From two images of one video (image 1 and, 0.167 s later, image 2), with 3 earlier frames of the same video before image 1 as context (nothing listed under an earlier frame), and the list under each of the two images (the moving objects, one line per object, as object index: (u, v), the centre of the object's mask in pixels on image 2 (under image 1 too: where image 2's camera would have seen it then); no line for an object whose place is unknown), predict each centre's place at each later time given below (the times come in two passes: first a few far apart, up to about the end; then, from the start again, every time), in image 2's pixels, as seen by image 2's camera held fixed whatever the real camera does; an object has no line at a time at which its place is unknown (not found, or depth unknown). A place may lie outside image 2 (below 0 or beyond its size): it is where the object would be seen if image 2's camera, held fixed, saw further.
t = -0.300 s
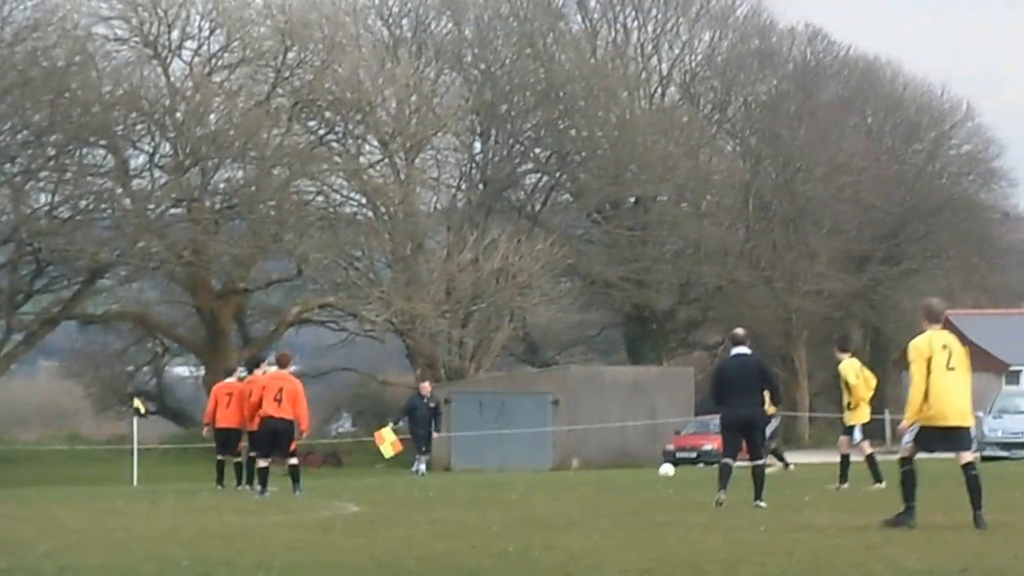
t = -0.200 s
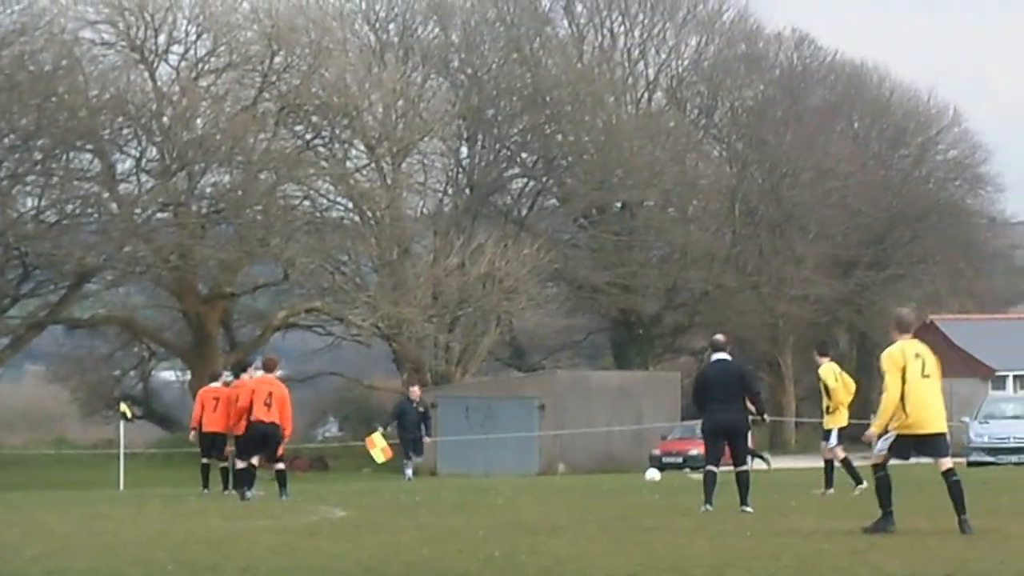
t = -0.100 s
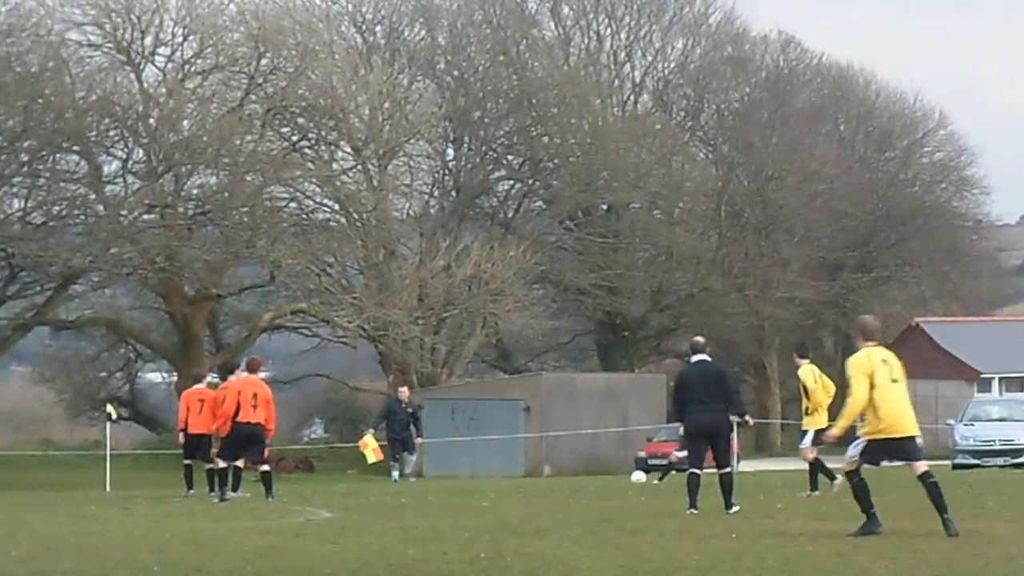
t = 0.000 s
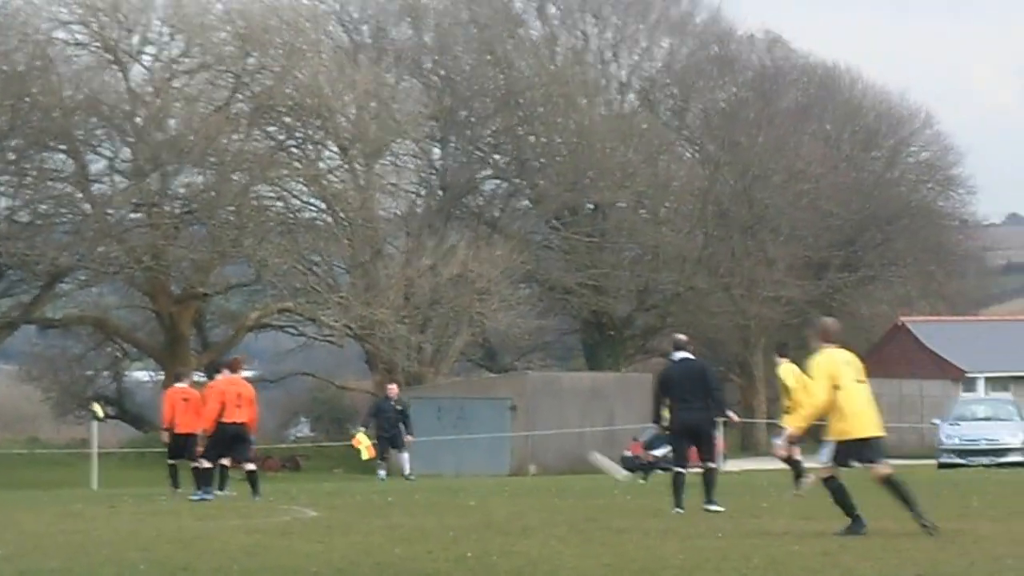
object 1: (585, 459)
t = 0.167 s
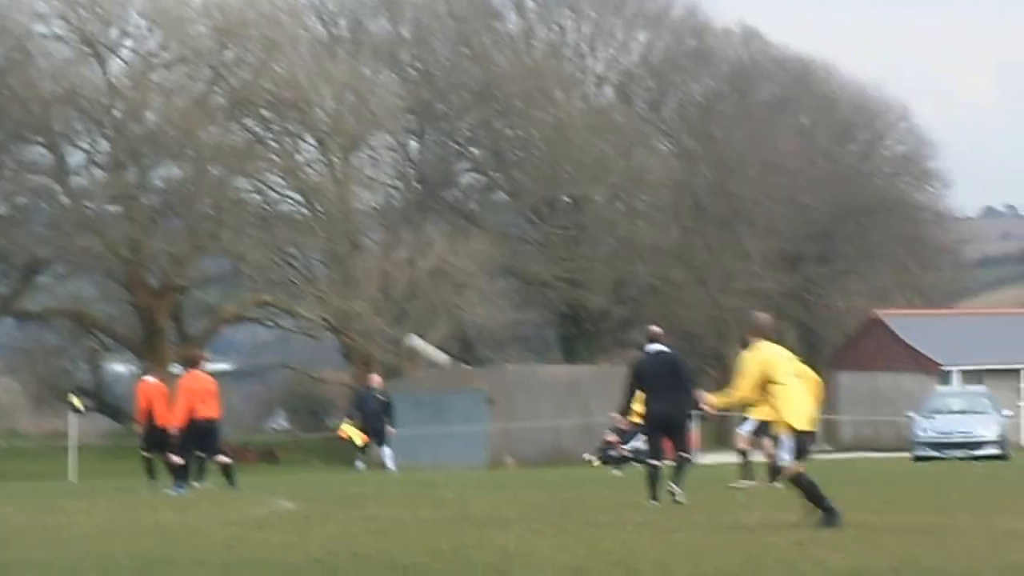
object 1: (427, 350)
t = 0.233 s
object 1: (365, 309)
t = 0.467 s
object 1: (159, 174)
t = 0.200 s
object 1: (395, 329)
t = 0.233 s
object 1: (365, 309)
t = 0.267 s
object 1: (333, 289)
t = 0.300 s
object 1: (304, 269)
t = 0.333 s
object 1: (272, 249)
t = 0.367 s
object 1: (246, 230)
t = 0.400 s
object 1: (217, 211)
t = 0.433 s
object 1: (188, 192)
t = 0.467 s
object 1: (159, 174)
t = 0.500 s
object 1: (131, 156)
